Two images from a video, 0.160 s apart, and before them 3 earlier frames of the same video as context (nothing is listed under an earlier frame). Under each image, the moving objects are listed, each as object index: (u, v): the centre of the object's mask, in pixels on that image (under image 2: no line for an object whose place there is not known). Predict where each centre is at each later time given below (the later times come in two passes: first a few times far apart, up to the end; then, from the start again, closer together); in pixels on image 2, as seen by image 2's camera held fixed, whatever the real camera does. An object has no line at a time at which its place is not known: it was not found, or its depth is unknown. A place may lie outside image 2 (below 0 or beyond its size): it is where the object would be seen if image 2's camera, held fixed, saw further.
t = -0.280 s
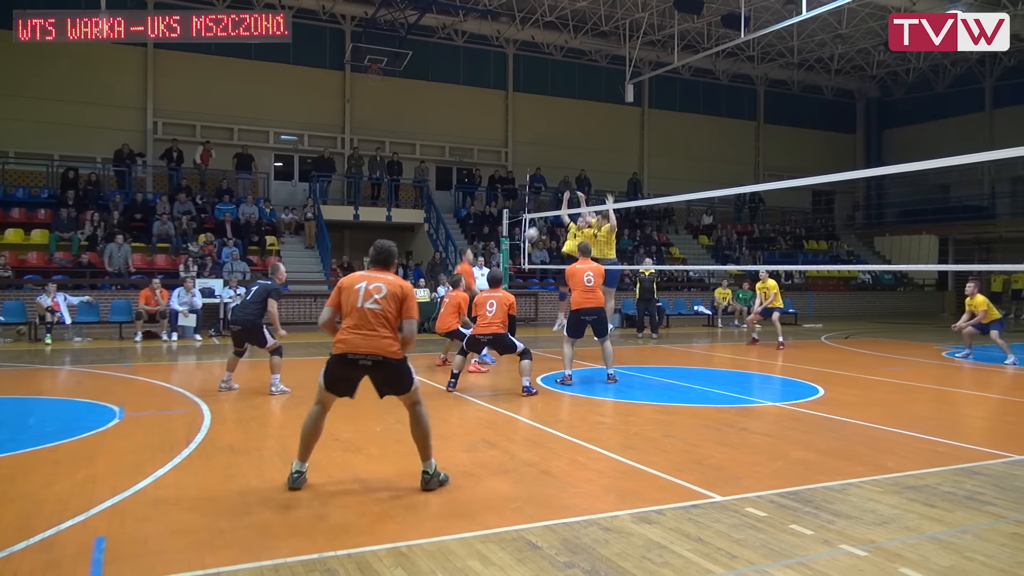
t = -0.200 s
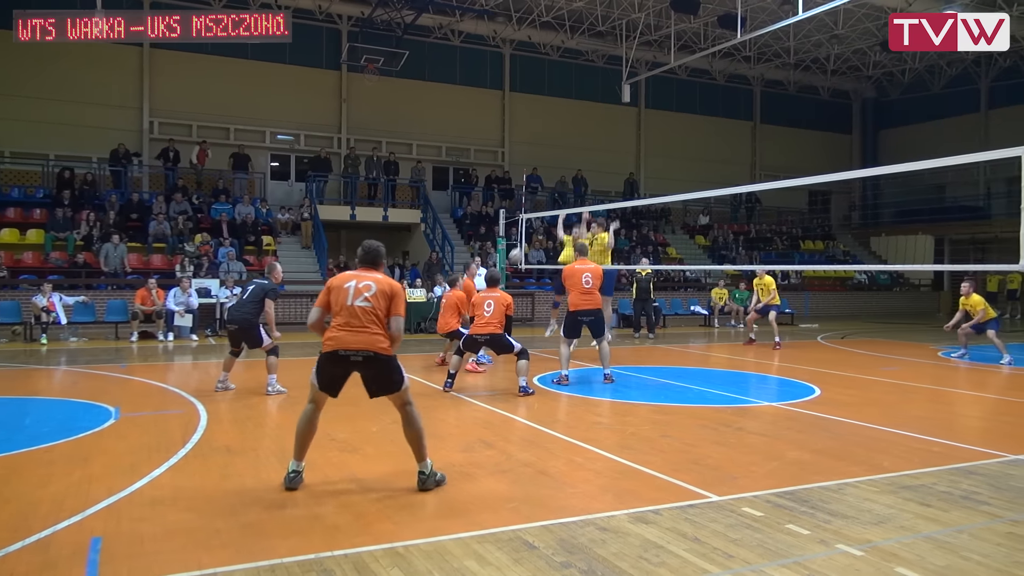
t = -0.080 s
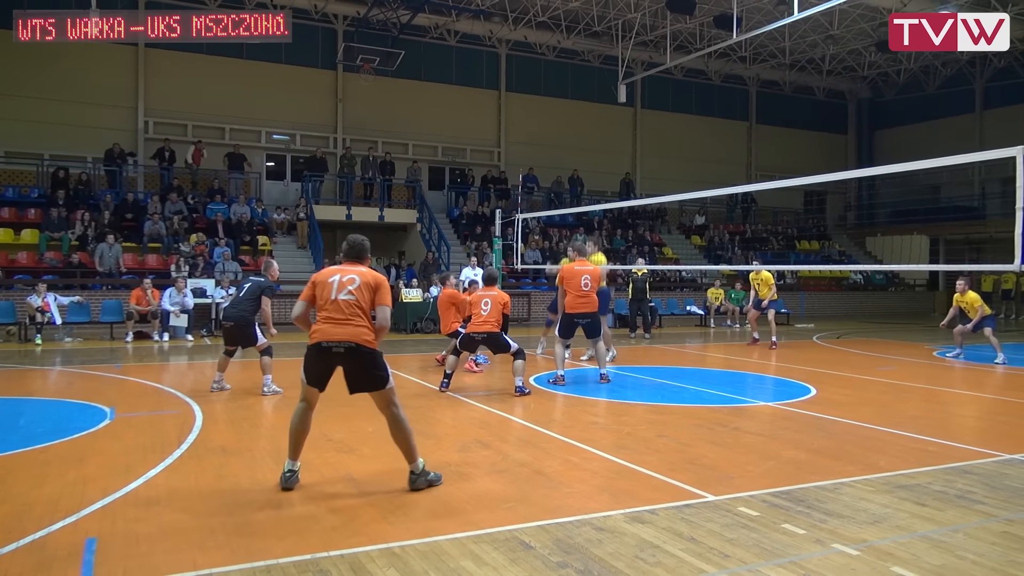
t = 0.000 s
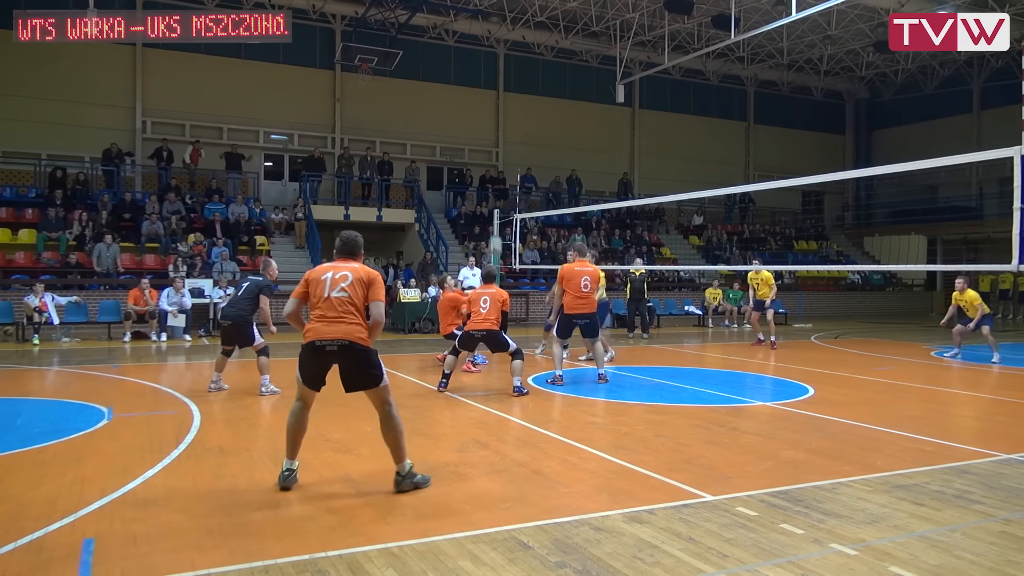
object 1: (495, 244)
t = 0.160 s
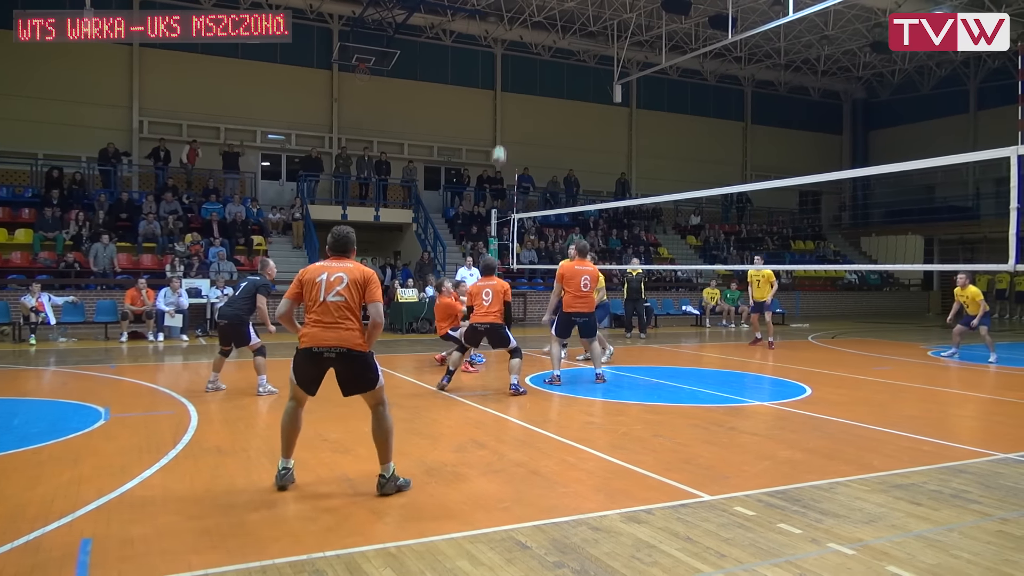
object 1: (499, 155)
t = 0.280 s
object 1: (503, 101)
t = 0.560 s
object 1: (513, 12)
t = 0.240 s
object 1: (502, 117)
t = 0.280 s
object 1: (503, 101)
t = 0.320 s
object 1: (505, 84)
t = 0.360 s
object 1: (507, 70)
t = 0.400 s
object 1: (508, 56)
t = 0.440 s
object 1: (509, 43)
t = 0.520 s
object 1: (512, 20)
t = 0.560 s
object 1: (513, 12)
